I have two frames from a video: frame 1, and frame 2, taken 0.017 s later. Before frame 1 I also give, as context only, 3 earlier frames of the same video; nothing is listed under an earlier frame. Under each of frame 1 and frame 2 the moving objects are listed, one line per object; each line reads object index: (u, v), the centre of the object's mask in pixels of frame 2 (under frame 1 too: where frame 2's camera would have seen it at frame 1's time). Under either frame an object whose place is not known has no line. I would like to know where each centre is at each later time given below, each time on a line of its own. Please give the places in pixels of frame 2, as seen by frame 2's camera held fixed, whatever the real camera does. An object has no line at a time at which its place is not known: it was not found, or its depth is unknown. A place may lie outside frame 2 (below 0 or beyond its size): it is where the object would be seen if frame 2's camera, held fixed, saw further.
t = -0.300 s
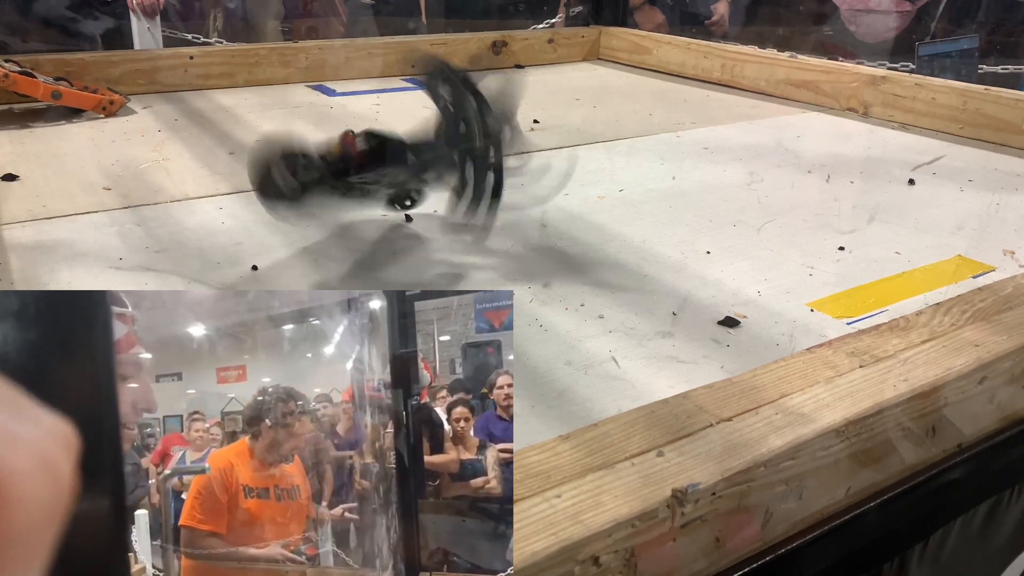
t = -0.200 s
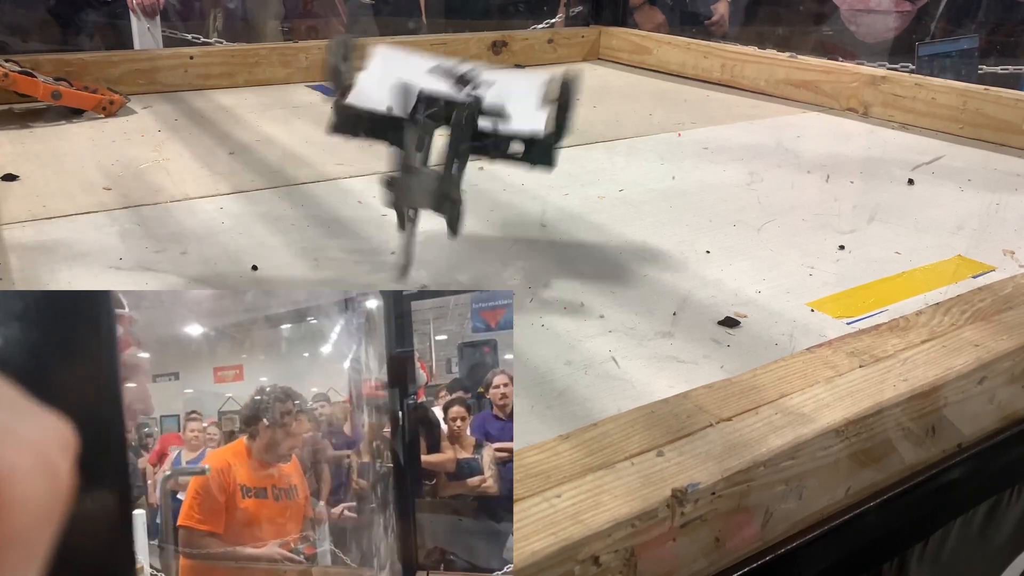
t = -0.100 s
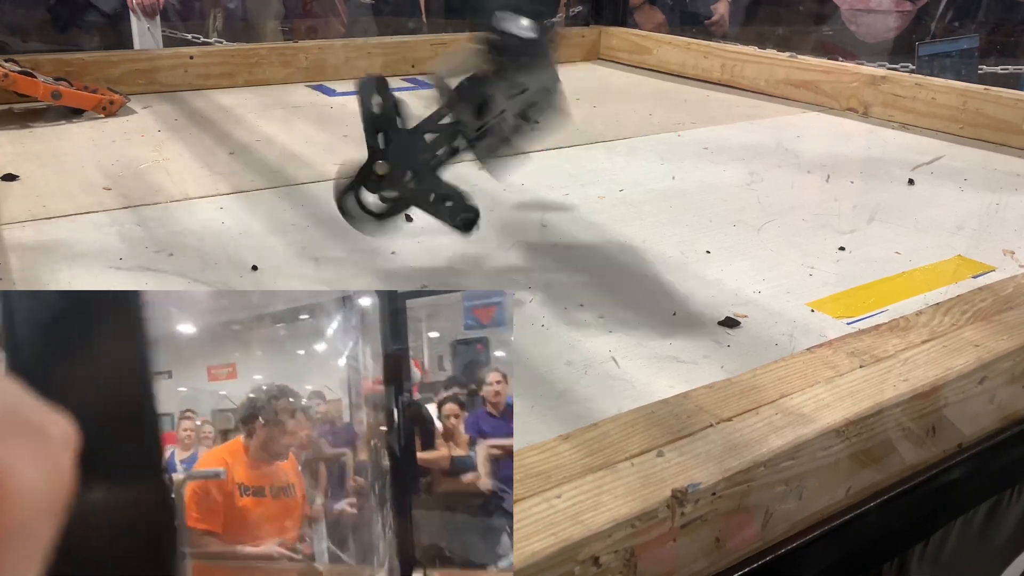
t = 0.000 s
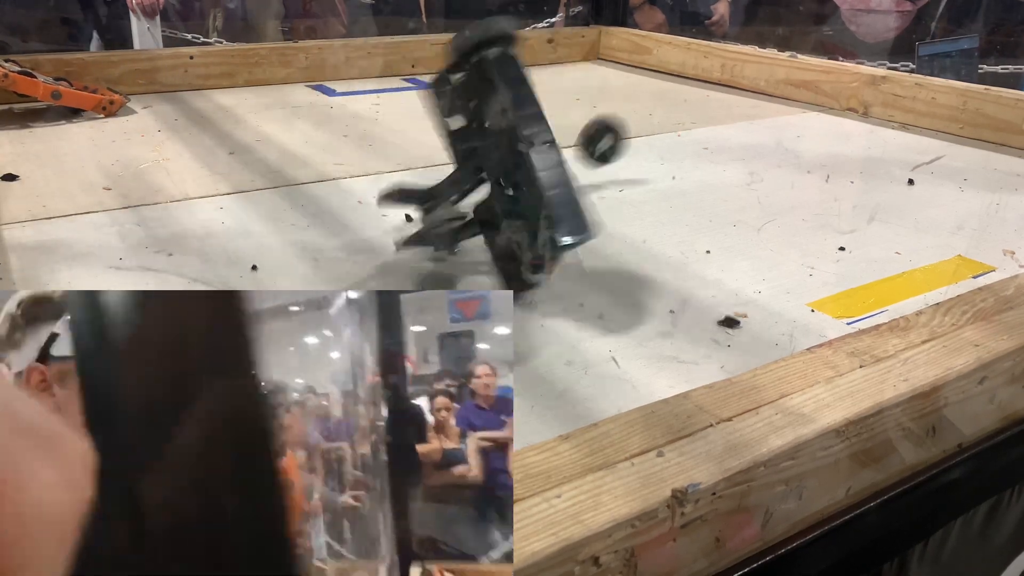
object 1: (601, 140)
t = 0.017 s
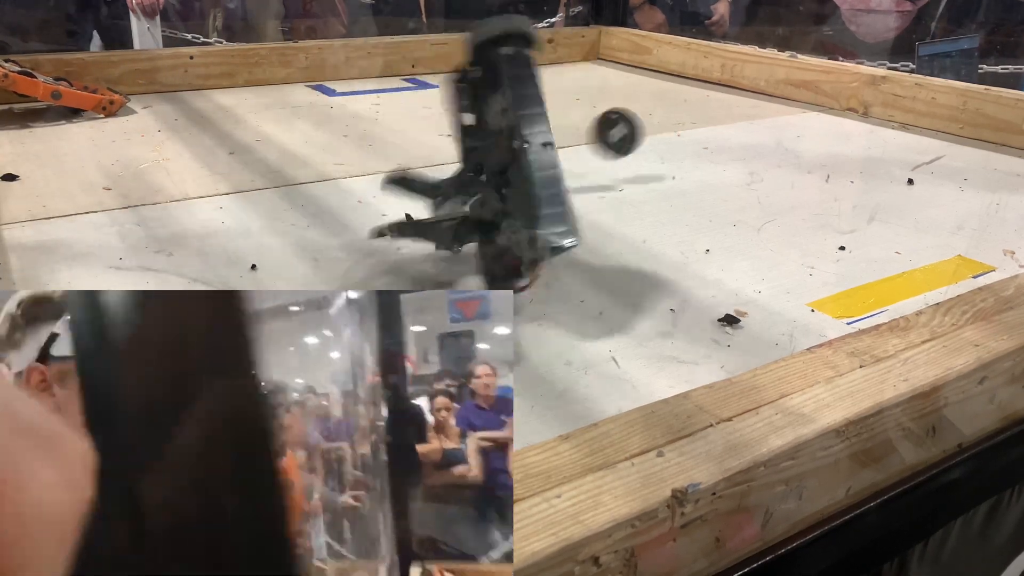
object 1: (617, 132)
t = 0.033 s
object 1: (630, 126)
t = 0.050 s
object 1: (647, 120)
